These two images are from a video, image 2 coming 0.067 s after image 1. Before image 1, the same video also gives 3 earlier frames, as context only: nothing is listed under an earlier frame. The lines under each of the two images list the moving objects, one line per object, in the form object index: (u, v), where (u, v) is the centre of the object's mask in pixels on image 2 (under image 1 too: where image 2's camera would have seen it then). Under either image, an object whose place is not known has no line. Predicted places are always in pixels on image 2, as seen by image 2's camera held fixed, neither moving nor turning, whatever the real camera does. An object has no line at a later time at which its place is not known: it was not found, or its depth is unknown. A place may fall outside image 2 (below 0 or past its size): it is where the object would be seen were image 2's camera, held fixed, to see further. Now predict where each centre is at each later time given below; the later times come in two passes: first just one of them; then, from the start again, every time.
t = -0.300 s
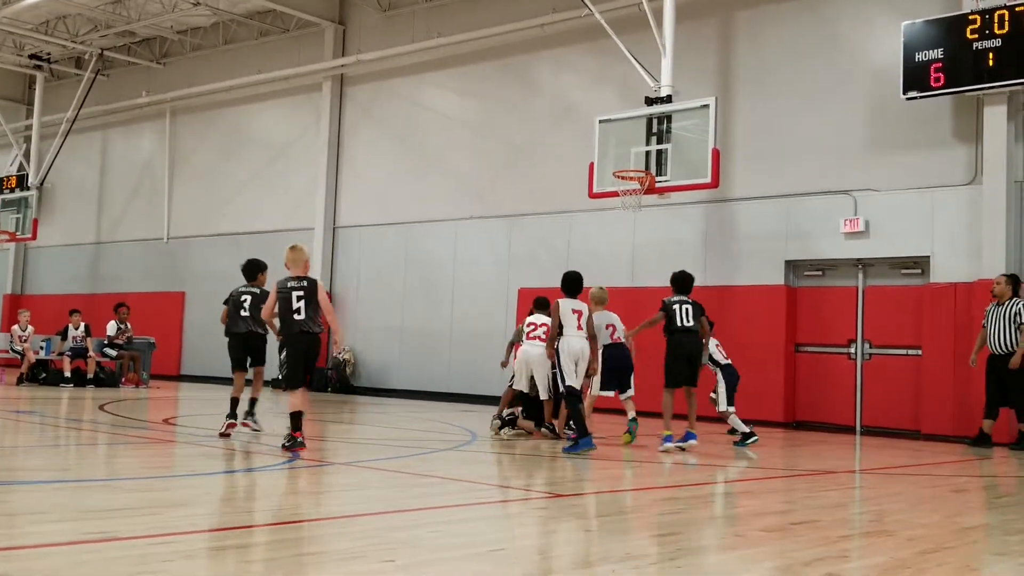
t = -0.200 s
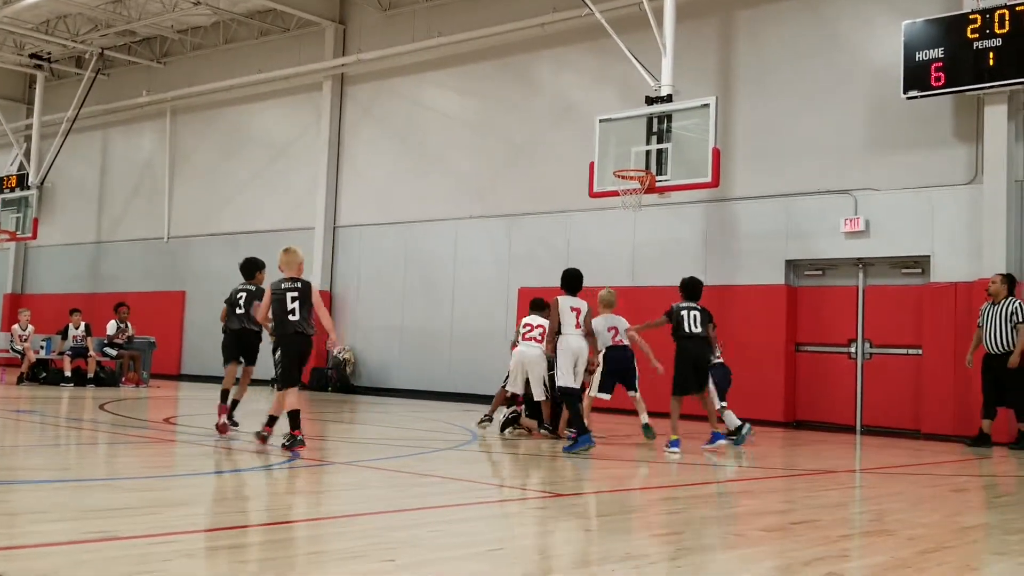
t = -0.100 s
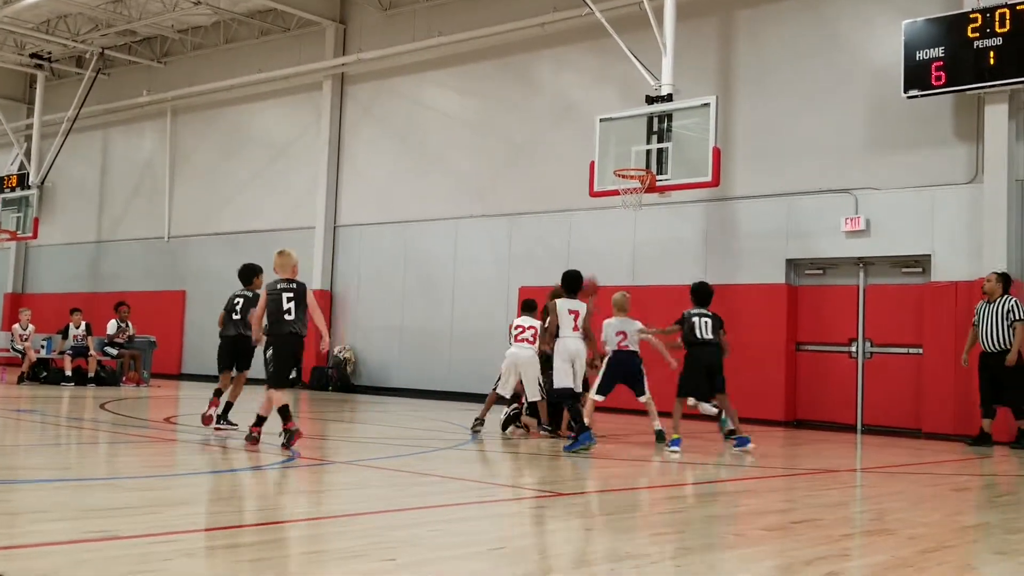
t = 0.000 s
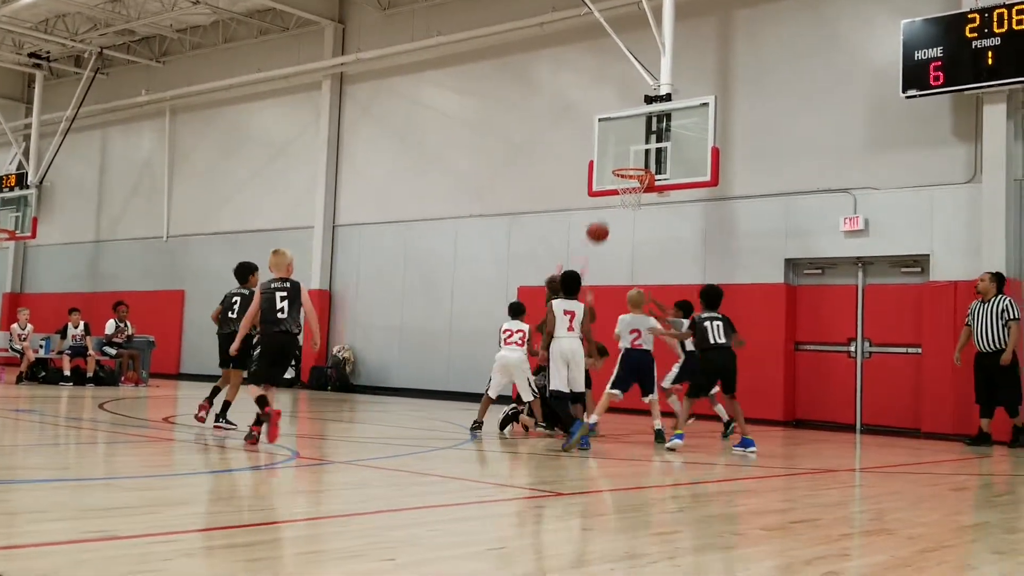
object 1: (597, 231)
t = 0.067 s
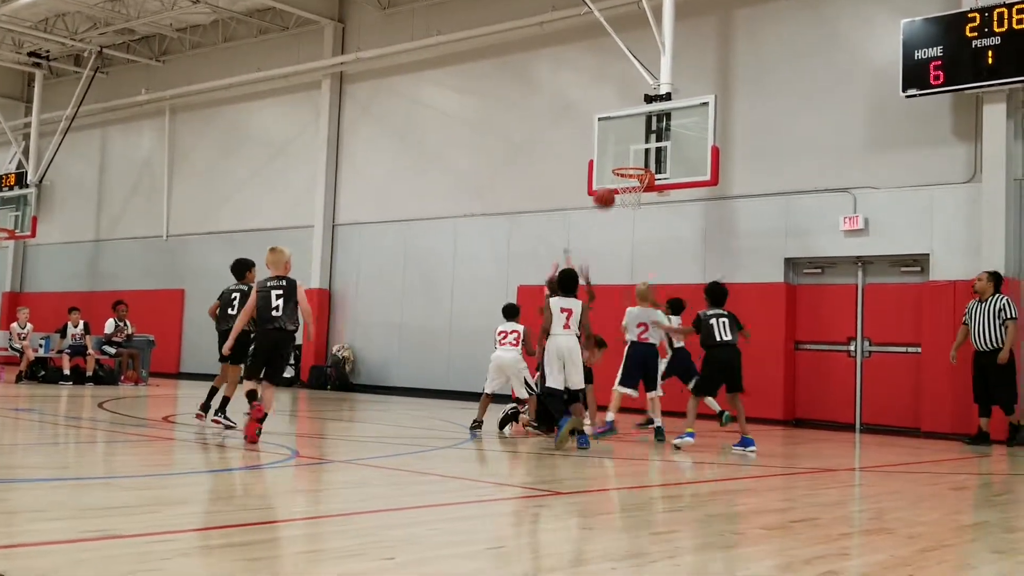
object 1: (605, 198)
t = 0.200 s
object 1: (617, 146)
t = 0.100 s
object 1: (607, 182)
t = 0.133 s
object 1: (610, 169)
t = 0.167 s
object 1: (614, 157)
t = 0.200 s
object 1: (617, 146)
